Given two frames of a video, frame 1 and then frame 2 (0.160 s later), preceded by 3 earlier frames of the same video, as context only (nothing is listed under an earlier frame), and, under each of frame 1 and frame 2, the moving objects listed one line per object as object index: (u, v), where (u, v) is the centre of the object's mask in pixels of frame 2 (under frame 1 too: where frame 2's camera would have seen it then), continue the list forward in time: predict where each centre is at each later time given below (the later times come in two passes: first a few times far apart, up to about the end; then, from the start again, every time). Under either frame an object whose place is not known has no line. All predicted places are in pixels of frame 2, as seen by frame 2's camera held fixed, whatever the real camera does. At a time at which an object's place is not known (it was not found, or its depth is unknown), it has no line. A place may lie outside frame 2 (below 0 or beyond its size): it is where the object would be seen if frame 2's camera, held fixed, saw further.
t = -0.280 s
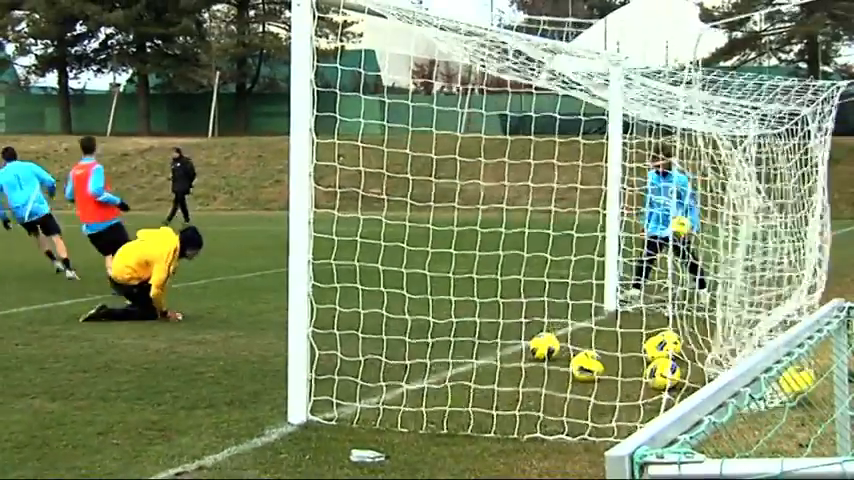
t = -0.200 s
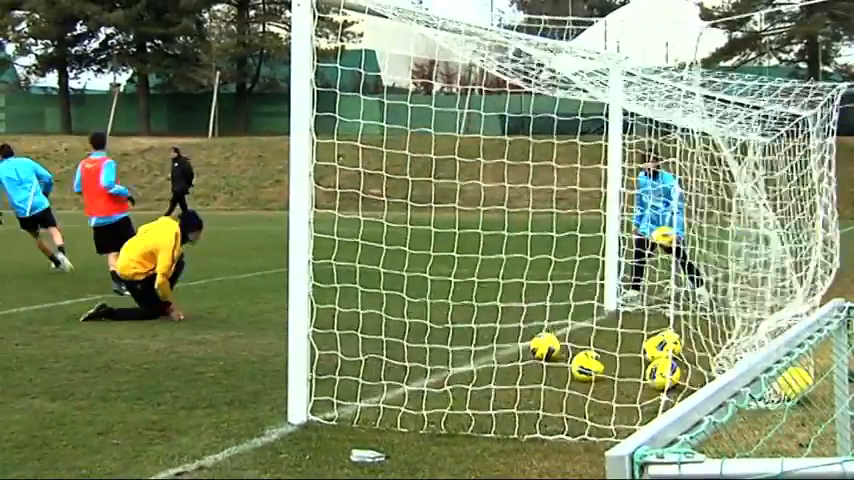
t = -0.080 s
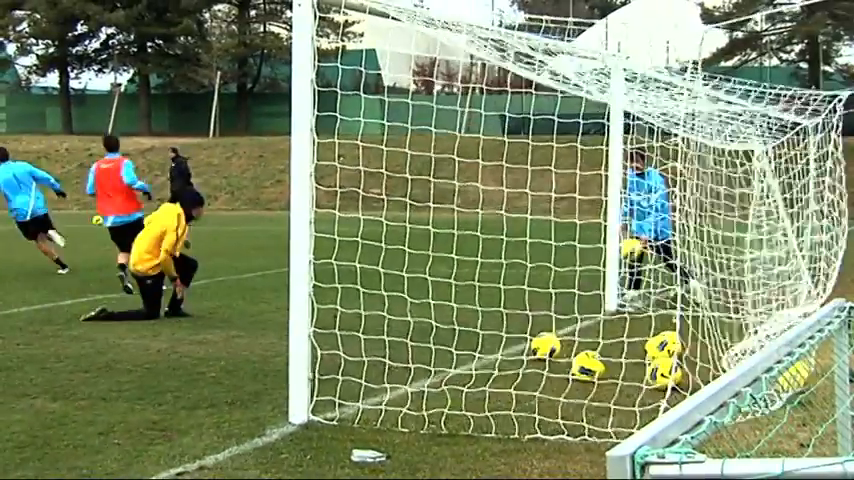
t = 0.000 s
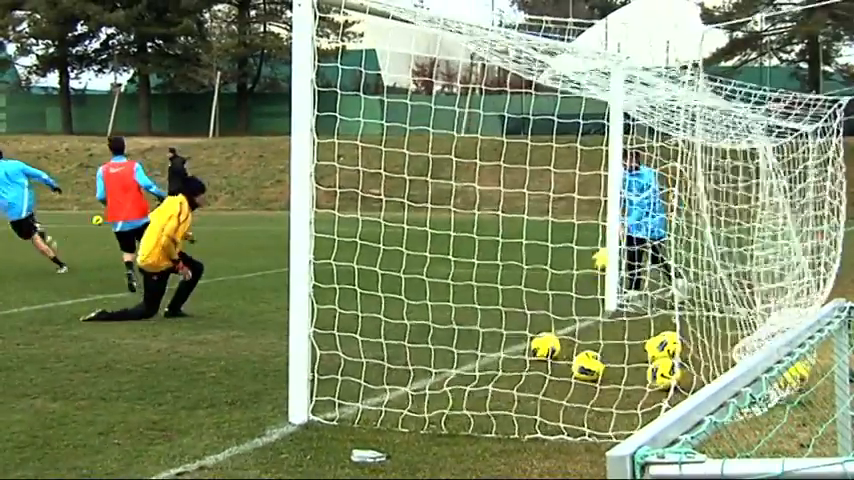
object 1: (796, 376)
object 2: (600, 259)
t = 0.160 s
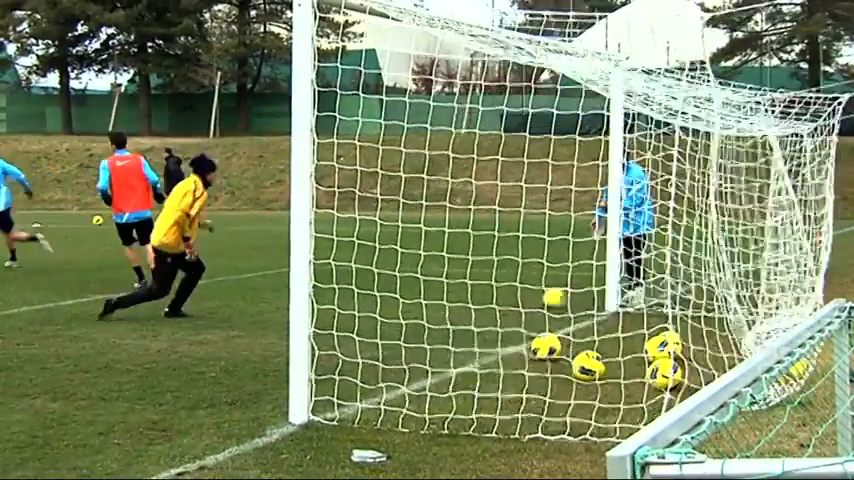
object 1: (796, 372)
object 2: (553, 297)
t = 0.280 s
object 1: (797, 371)
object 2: (528, 280)
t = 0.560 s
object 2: (469, 288)
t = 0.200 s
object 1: (796, 372)
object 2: (545, 290)
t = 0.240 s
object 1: (796, 371)
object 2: (537, 284)
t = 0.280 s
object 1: (797, 371)
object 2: (528, 280)
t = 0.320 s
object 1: (799, 368)
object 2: (520, 276)
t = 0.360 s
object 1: (800, 367)
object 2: (511, 274)
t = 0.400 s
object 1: (802, 367)
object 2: (502, 273)
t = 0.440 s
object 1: (802, 366)
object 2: (494, 275)
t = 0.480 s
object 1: (801, 366)
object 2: (485, 278)
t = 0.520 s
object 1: (803, 366)
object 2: (477, 281)
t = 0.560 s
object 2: (469, 288)
